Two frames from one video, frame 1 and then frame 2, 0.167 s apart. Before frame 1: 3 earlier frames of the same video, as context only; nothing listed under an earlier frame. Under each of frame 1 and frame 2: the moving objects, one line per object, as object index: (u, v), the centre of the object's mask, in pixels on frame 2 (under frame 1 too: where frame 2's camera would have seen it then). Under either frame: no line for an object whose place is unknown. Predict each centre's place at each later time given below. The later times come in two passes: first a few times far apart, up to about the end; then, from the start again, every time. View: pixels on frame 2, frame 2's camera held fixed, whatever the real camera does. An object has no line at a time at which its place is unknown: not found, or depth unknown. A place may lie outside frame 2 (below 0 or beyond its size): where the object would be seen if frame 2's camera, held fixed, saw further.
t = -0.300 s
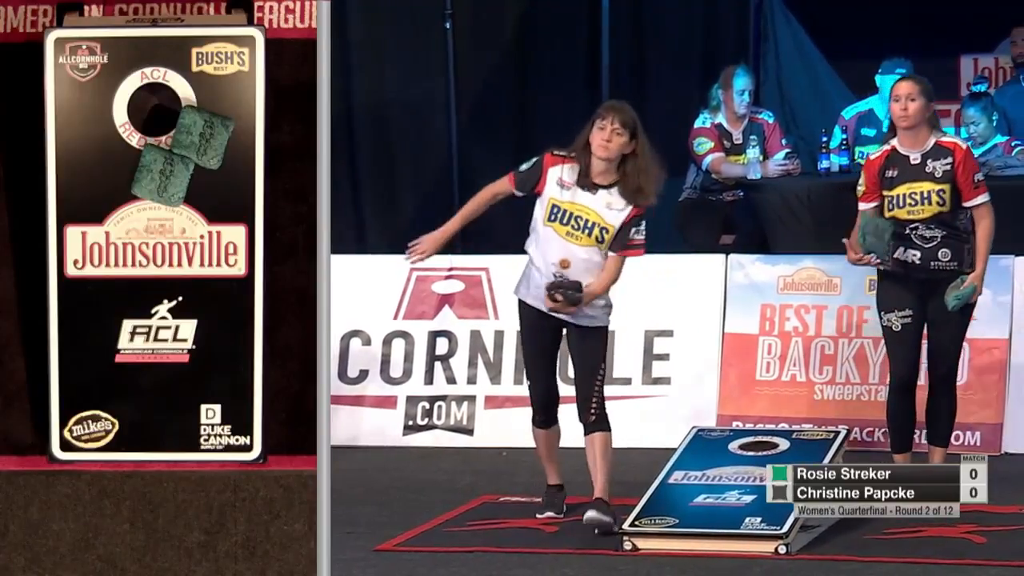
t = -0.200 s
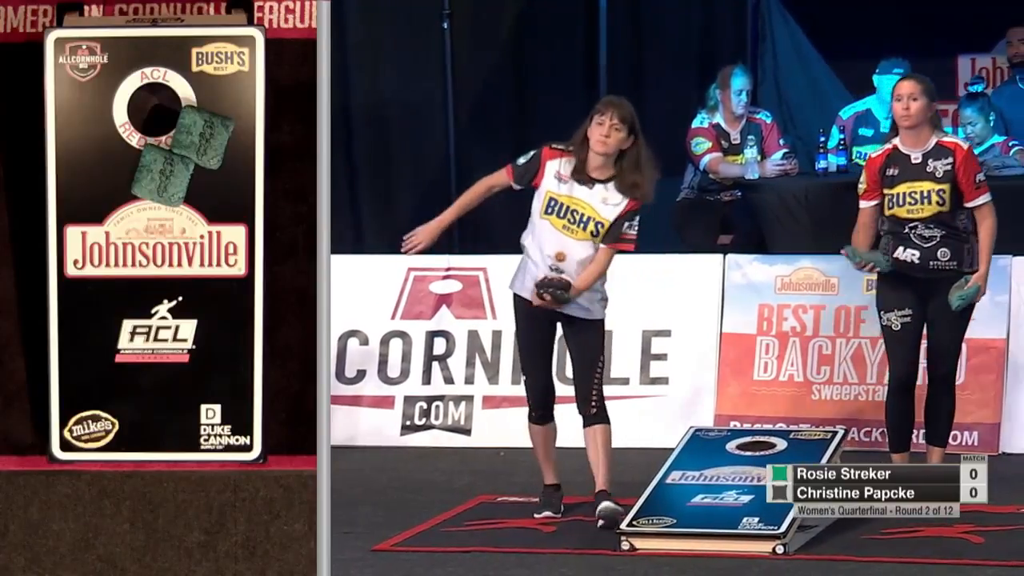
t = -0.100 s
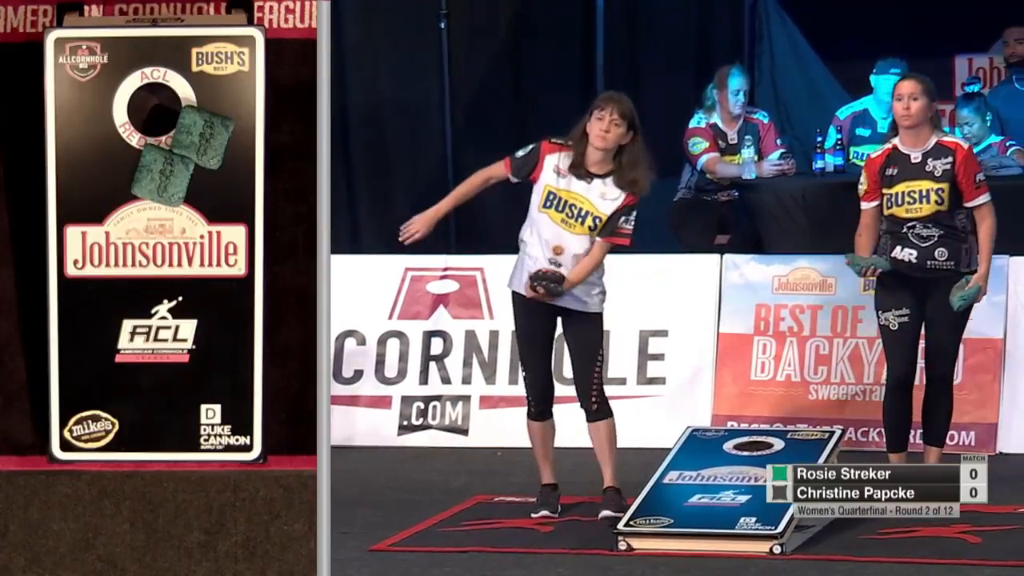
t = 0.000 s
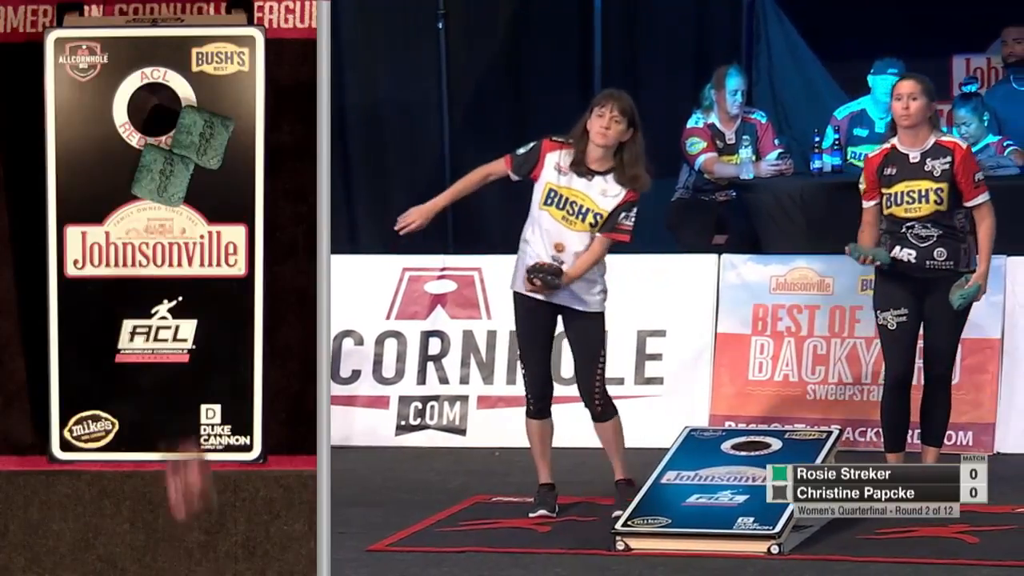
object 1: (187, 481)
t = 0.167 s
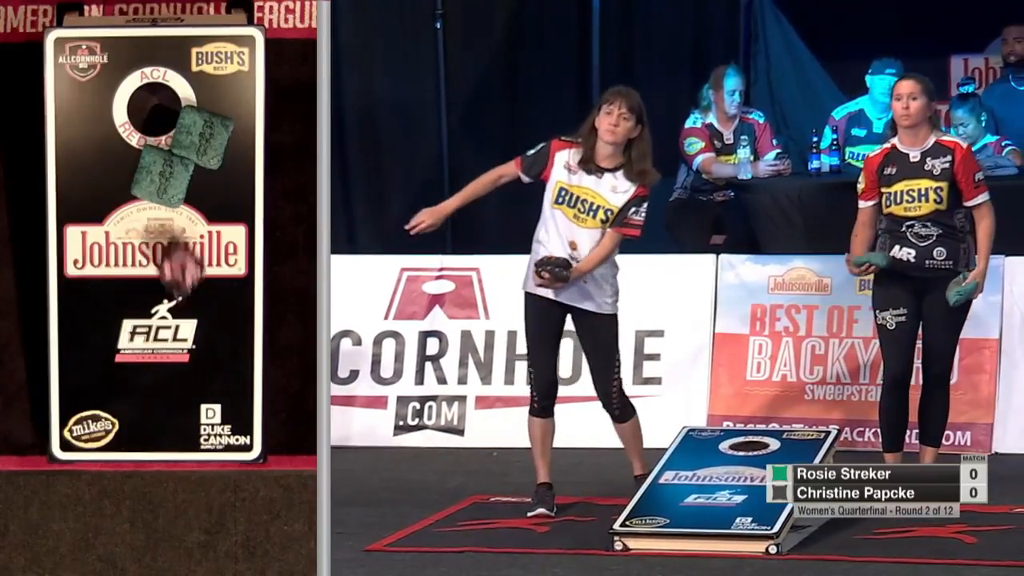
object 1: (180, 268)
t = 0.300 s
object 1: (177, 202)
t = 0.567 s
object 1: (175, 208)
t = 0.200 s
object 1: (178, 242)
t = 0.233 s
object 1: (178, 219)
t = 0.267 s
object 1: (177, 207)
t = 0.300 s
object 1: (177, 202)
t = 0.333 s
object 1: (177, 199)
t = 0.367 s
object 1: (177, 200)
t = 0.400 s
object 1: (177, 203)
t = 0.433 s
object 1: (177, 205)
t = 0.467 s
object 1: (176, 206)
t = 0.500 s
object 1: (176, 207)
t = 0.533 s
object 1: (176, 208)
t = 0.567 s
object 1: (175, 208)
